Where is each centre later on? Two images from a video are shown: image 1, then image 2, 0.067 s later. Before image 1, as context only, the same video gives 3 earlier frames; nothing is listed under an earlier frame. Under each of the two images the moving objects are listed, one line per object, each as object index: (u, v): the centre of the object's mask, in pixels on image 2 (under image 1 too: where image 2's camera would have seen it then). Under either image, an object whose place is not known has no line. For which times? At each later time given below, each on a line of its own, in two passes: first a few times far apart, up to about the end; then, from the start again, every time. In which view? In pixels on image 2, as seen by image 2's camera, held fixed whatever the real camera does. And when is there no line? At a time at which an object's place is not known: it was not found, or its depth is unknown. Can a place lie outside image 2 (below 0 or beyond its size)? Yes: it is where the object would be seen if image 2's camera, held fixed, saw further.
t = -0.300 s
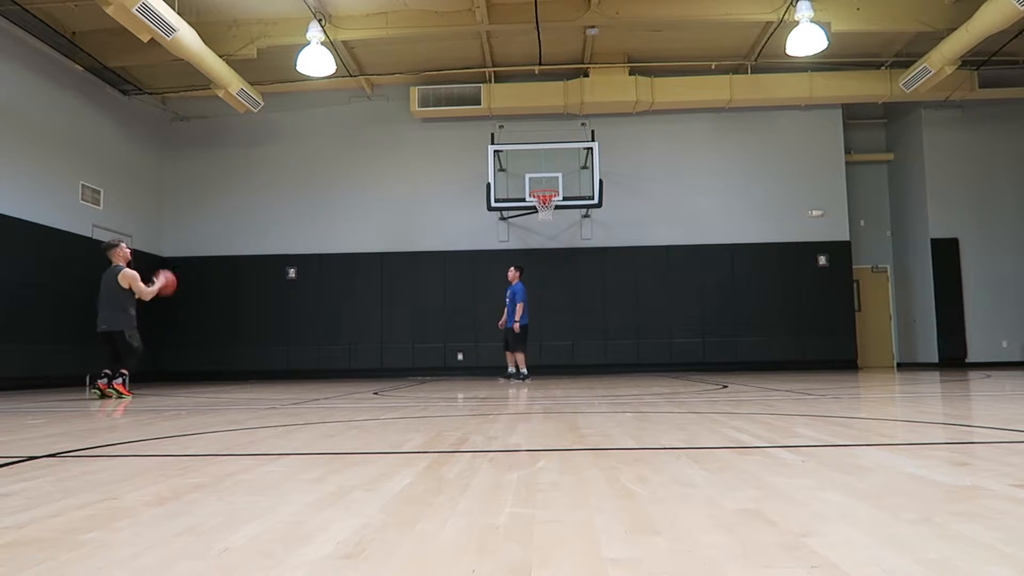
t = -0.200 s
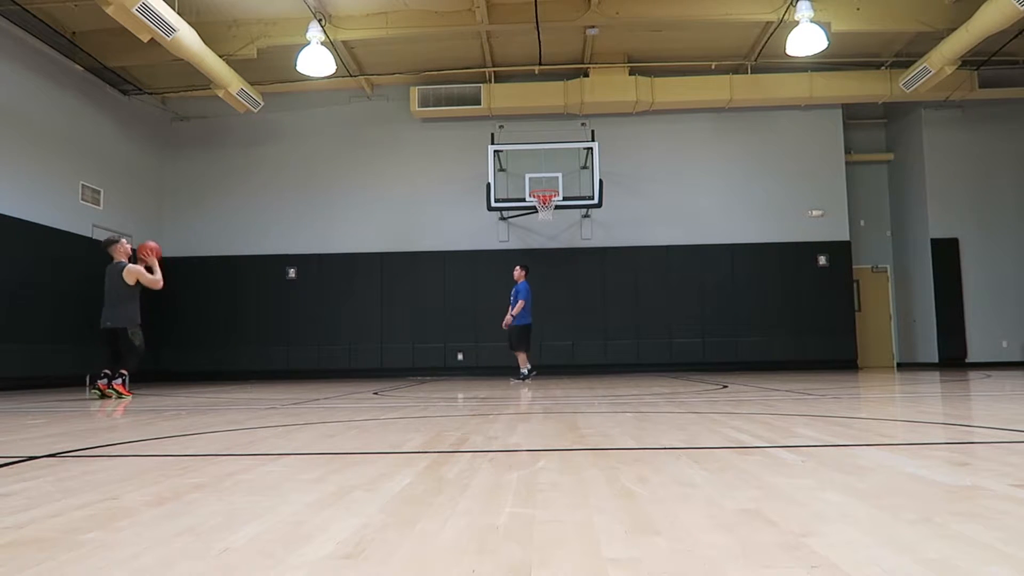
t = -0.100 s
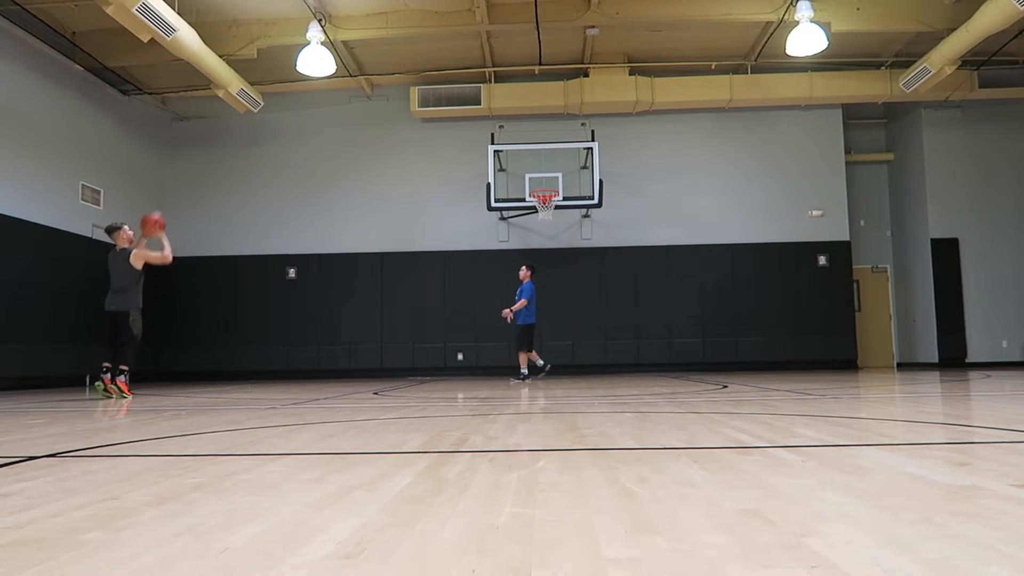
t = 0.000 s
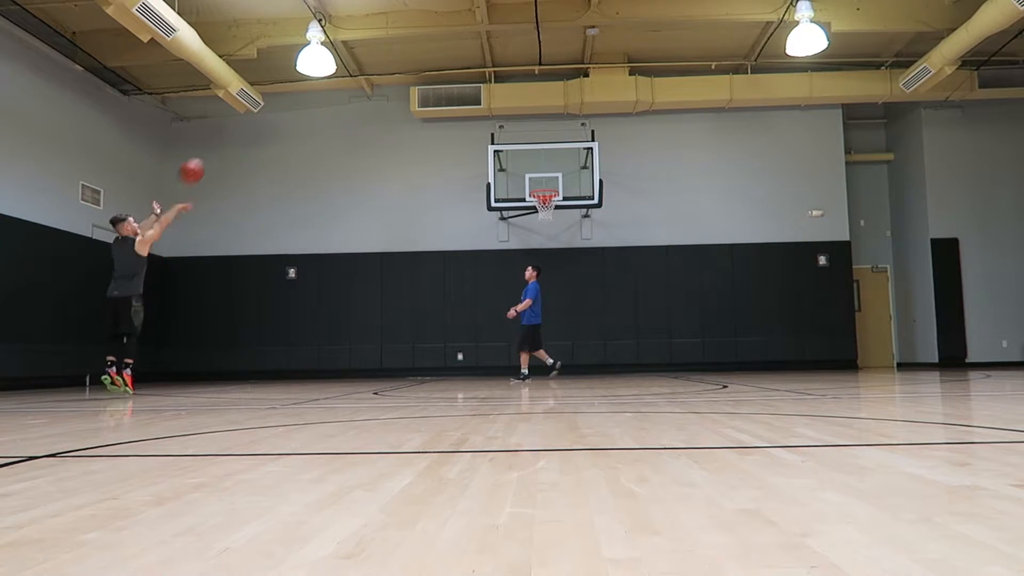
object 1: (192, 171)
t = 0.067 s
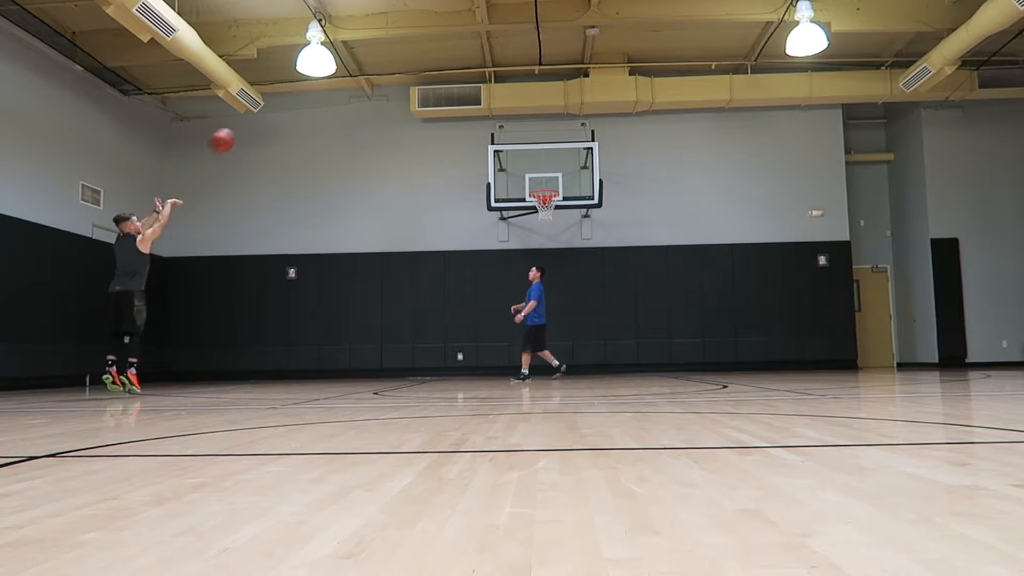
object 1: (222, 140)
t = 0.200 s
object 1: (277, 95)
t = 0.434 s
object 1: (358, 57)
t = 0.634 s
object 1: (418, 59)
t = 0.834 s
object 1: (470, 85)
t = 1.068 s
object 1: (524, 143)
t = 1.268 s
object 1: (550, 183)
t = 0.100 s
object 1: (237, 127)
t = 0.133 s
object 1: (250, 116)
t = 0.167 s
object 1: (265, 104)
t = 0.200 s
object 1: (277, 95)
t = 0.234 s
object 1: (290, 87)
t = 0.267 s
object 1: (300, 81)
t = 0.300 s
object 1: (313, 75)
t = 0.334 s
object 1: (326, 69)
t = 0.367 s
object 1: (338, 63)
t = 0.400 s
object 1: (348, 60)
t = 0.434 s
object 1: (358, 57)
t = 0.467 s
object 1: (368, 56)
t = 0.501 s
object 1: (378, 55)
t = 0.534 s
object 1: (389, 55)
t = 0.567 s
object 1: (399, 55)
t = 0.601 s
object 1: (408, 57)
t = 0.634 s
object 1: (418, 59)
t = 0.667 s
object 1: (426, 61)
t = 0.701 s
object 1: (435, 65)
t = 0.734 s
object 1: (444, 68)
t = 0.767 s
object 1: (453, 73)
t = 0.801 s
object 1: (461, 79)
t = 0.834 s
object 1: (470, 85)
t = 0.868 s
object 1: (478, 92)
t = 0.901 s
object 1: (486, 100)
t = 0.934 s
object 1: (494, 107)
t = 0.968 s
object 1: (502, 116)
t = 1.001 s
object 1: (509, 124)
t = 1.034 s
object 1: (517, 133)
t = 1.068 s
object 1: (524, 143)
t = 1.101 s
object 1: (531, 153)
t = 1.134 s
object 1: (538, 164)
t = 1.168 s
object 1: (546, 175)
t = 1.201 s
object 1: (551, 185)
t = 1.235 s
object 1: (551, 183)
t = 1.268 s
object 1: (550, 183)
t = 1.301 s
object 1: (549, 182)
